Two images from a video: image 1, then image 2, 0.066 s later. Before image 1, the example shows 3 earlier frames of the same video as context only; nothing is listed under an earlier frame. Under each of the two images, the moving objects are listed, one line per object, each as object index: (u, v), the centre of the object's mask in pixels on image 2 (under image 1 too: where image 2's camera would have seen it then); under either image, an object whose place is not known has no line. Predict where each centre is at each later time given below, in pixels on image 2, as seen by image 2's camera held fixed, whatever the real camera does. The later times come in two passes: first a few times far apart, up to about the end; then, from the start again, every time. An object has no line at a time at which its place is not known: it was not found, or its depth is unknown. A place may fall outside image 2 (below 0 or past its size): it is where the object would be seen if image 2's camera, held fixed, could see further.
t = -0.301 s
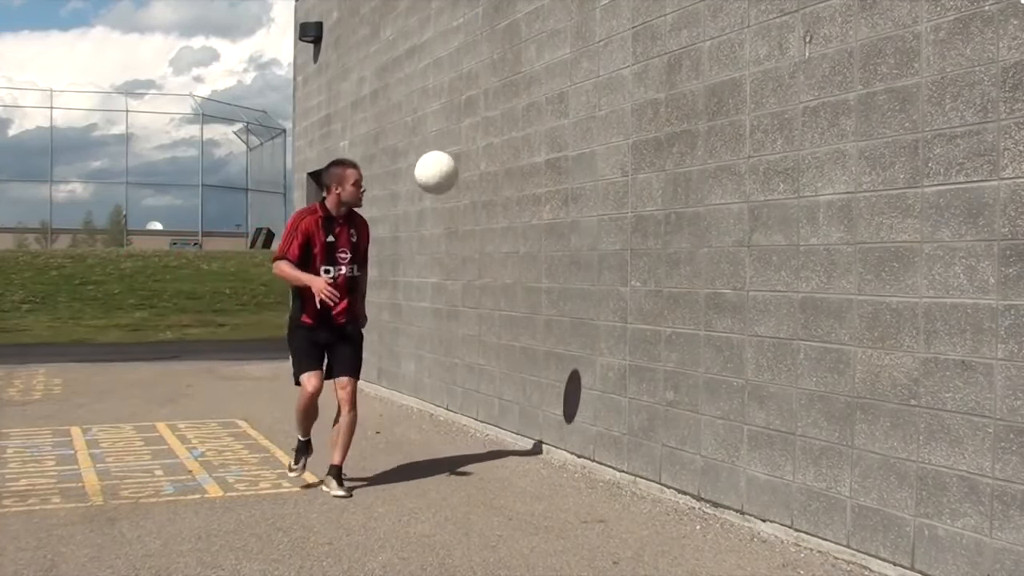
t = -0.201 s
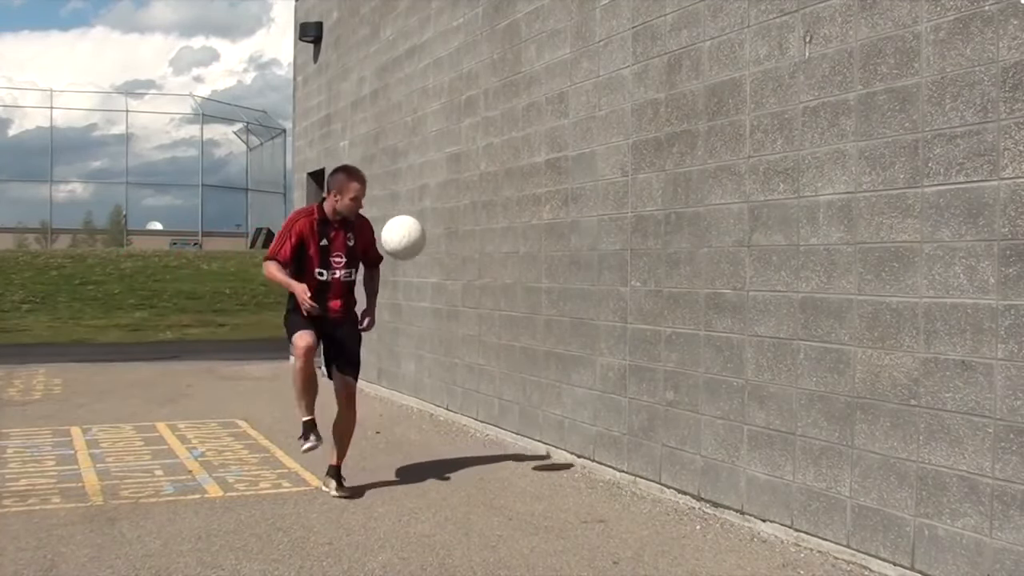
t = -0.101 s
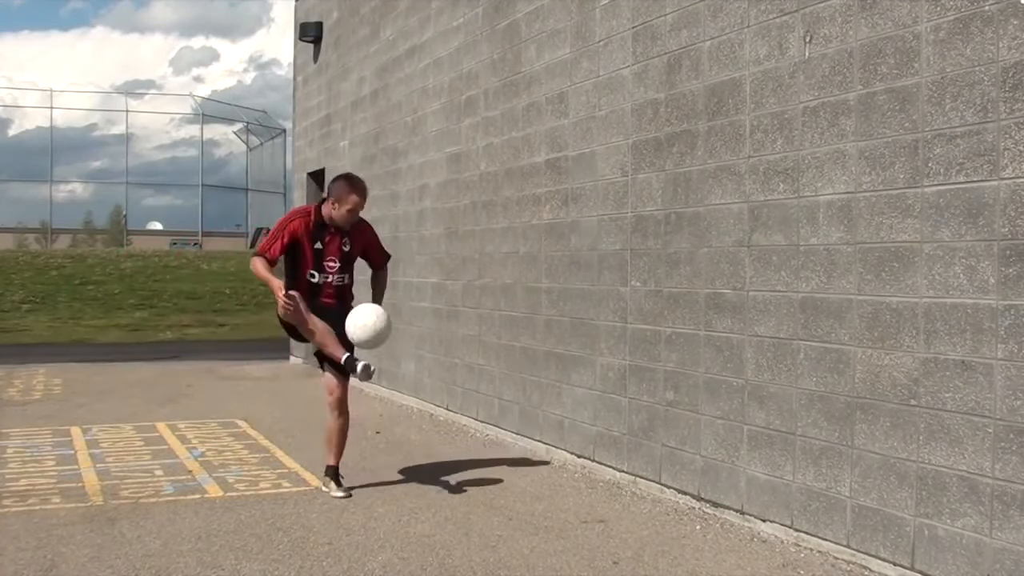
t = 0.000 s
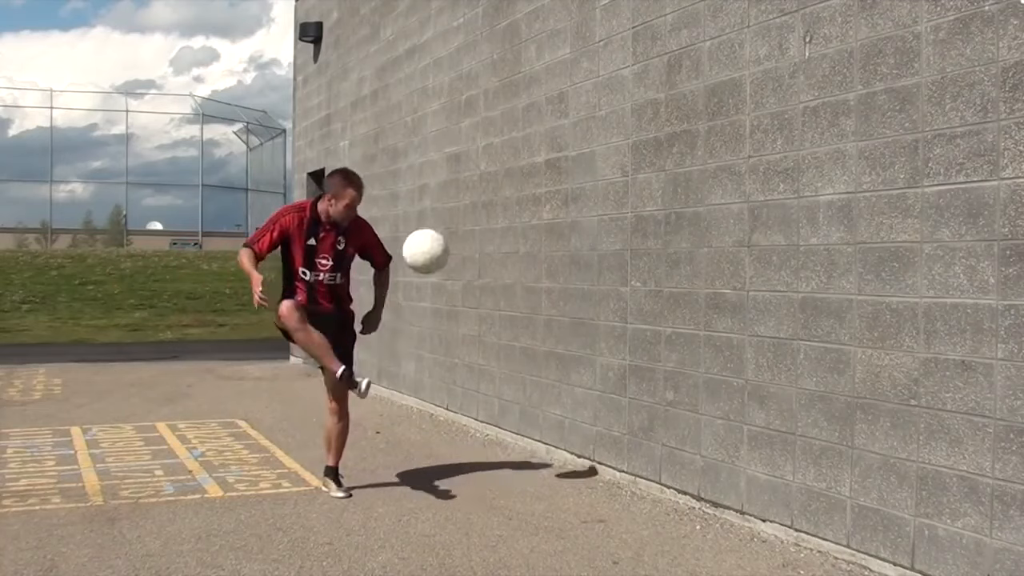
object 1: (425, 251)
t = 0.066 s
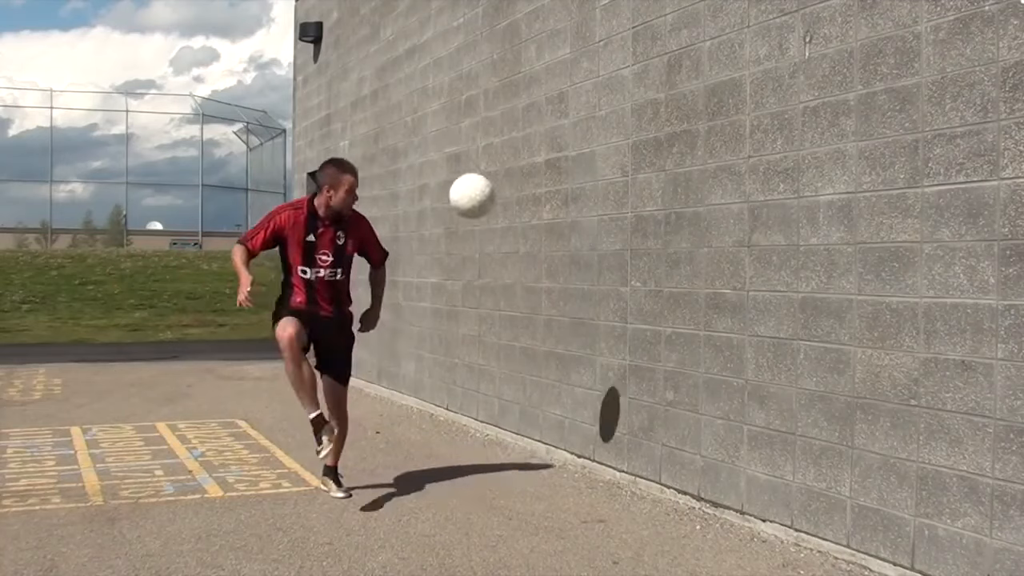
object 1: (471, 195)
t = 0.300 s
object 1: (638, 67)
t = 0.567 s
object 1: (629, 35)
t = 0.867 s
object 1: (497, 190)
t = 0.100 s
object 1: (495, 171)
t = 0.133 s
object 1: (519, 148)
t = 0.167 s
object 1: (541, 127)
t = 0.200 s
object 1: (566, 109)
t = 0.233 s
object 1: (590, 92)
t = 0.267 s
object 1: (614, 79)
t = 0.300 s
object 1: (638, 67)
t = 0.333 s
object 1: (661, 57)
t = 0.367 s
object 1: (685, 50)
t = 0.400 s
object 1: (692, 43)
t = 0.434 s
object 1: (680, 37)
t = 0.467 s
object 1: (668, 33)
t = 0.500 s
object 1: (655, 32)
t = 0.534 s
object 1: (642, 32)
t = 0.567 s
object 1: (629, 35)
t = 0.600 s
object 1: (617, 41)
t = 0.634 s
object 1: (604, 49)
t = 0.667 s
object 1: (590, 60)
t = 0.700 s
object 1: (574, 74)
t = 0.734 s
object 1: (560, 90)
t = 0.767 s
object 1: (545, 111)
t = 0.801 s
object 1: (529, 134)
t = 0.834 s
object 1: (514, 160)
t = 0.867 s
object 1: (497, 190)
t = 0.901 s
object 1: (481, 223)
